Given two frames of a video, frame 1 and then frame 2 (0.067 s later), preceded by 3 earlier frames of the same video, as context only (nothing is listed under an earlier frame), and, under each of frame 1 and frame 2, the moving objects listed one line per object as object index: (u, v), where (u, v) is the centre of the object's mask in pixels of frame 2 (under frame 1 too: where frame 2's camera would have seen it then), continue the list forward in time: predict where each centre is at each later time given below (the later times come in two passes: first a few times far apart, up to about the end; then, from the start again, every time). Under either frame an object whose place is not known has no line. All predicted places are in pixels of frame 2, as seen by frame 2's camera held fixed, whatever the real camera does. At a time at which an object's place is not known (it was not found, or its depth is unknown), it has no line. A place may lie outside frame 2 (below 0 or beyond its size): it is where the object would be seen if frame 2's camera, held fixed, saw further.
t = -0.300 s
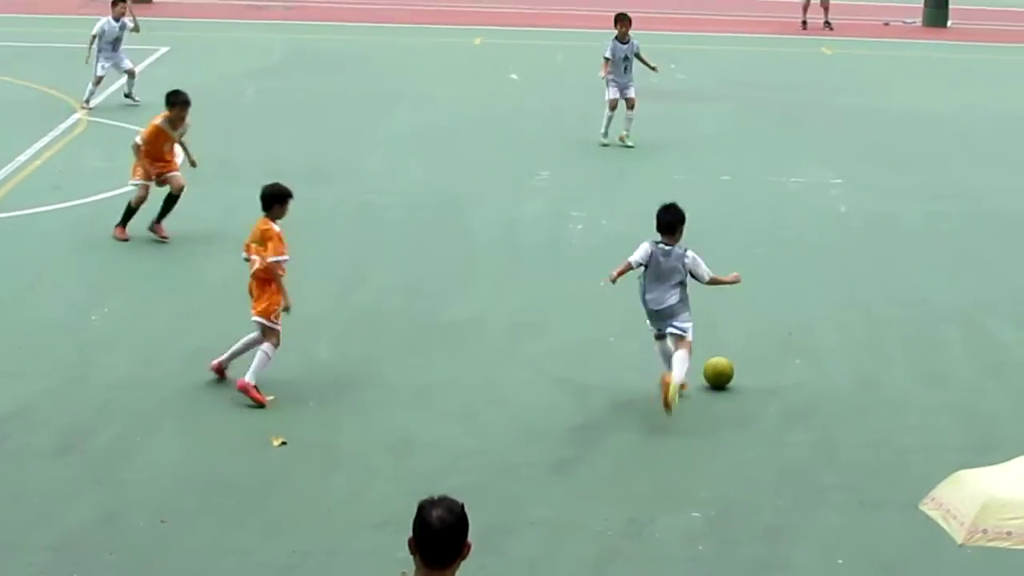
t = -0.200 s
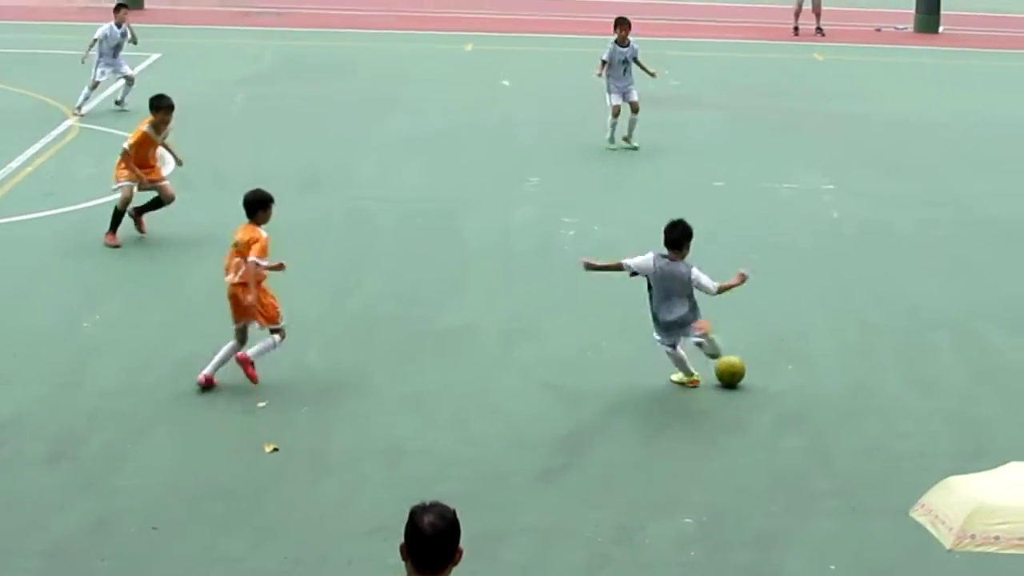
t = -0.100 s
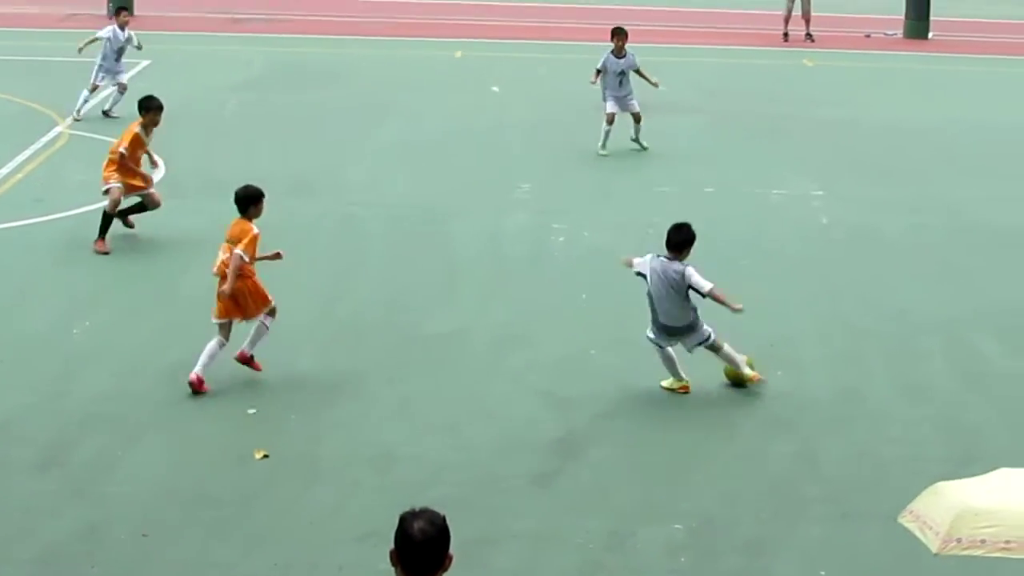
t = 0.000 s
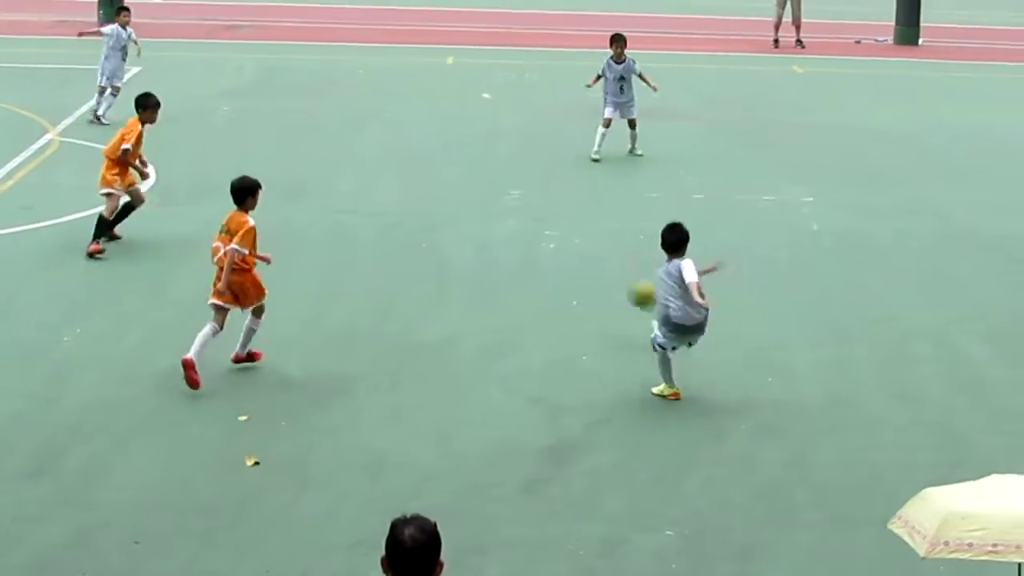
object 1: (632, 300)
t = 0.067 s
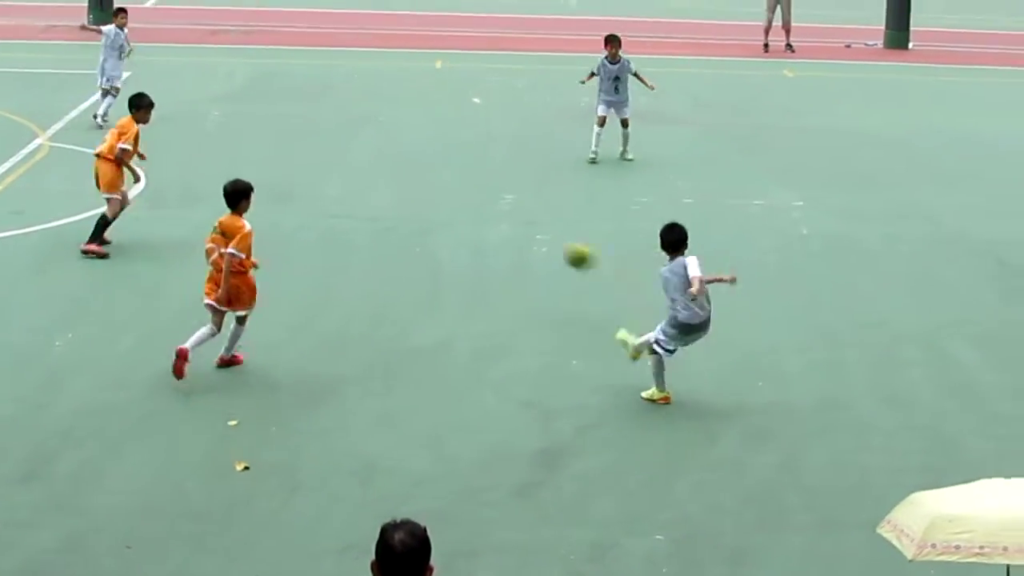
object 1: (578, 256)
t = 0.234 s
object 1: (462, 184)
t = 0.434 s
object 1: (352, 149)
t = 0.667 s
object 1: (262, 135)
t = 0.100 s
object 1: (553, 238)
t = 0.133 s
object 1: (528, 222)
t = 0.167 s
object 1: (505, 207)
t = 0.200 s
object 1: (483, 195)
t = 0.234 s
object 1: (462, 184)
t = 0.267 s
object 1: (441, 175)
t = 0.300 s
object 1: (422, 167)
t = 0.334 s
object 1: (403, 160)
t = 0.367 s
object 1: (385, 155)
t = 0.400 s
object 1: (369, 152)
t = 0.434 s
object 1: (352, 149)
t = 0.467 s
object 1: (338, 148)
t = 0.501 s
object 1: (323, 148)
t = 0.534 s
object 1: (309, 149)
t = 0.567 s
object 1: (295, 151)
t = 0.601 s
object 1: (281, 154)
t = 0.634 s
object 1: (271, 145)
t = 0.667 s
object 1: (262, 135)
